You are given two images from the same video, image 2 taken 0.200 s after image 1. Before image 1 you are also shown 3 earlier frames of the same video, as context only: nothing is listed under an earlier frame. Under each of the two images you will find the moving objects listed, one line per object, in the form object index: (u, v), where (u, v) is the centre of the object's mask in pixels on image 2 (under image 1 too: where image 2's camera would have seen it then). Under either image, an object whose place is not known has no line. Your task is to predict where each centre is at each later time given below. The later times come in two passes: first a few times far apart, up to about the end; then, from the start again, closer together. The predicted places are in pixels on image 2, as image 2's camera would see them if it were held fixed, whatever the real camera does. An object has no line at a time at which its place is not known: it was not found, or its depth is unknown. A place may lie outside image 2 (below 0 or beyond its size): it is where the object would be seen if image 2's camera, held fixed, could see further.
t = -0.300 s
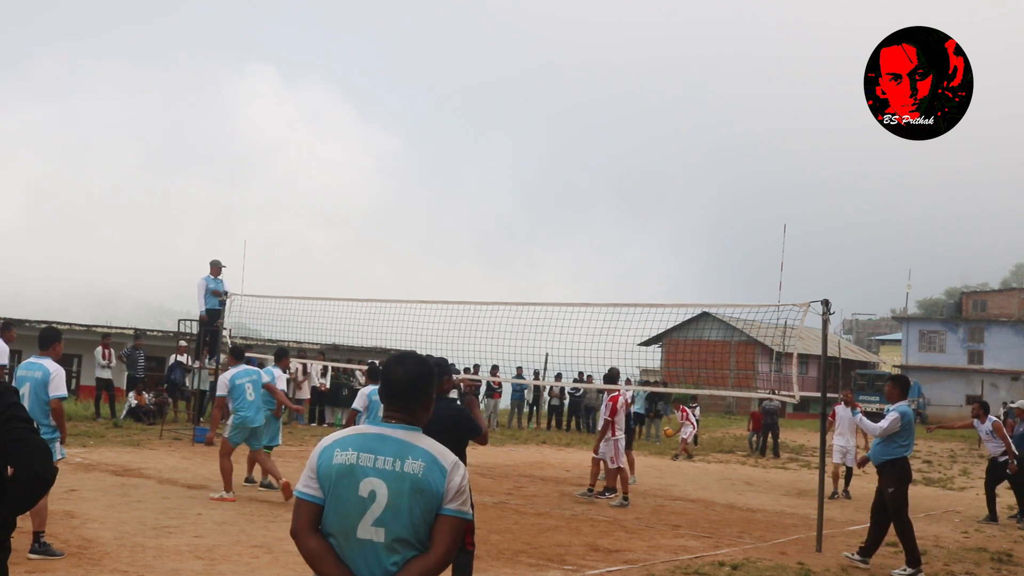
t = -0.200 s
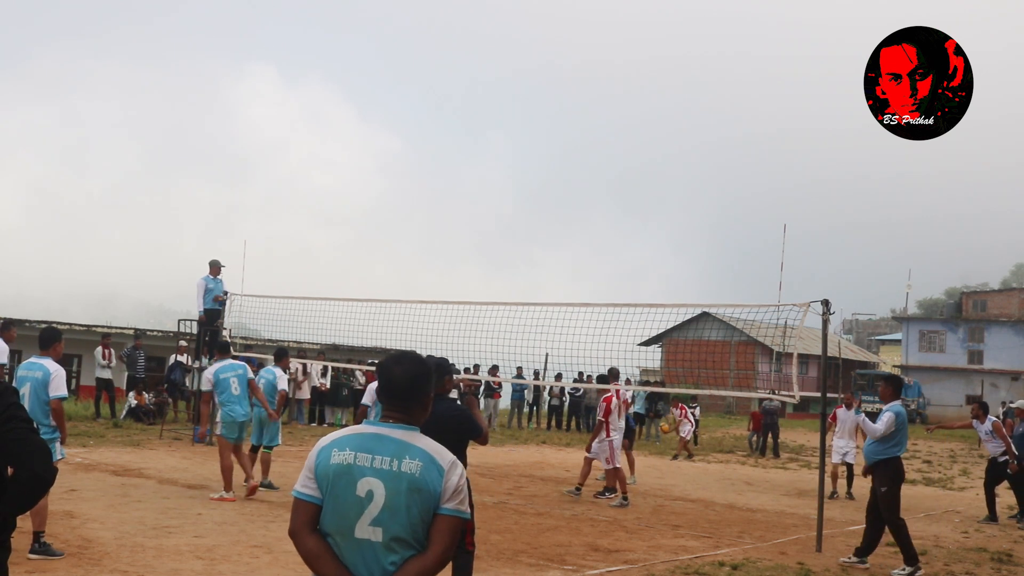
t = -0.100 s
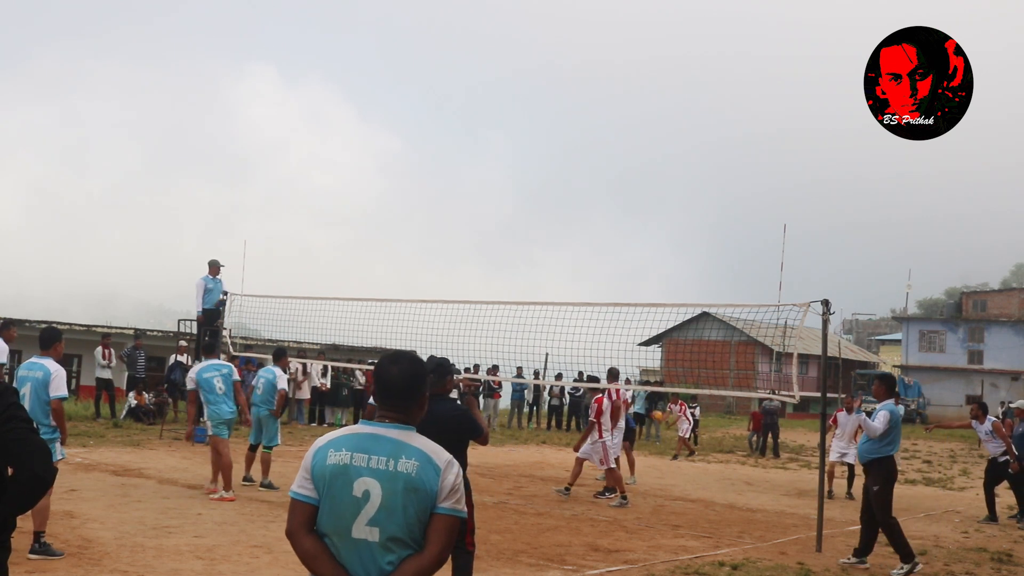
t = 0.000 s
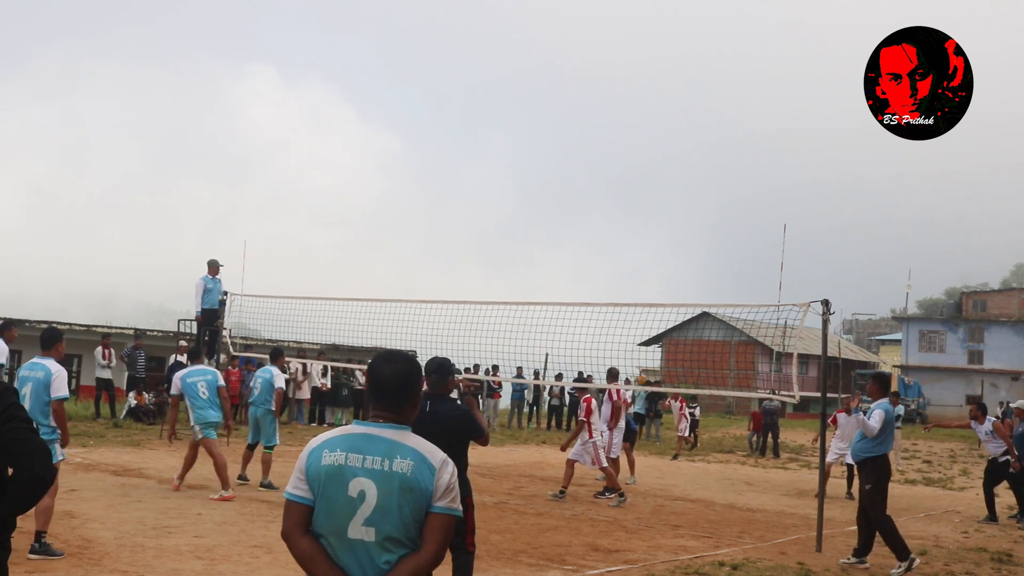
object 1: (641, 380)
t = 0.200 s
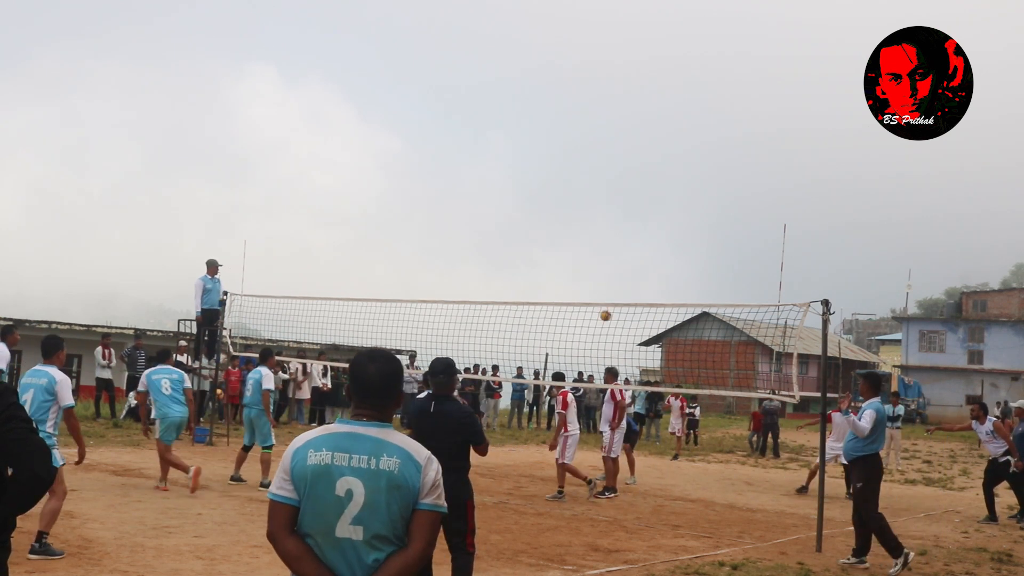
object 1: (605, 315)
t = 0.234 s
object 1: (599, 306)
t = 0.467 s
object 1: (548, 250)
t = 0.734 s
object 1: (473, 222)
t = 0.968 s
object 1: (391, 240)
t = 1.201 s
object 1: (284, 315)
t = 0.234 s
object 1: (599, 306)
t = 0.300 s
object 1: (585, 288)
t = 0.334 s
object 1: (578, 279)
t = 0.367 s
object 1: (571, 271)
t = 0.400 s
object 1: (563, 263)
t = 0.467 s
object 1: (548, 250)
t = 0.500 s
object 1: (539, 245)
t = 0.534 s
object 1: (531, 239)
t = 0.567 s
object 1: (522, 235)
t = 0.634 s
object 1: (503, 228)
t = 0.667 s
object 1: (494, 225)
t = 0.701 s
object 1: (484, 223)
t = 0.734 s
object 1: (473, 222)
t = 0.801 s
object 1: (452, 223)
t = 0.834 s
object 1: (440, 224)
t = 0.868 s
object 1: (429, 227)
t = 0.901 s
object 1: (417, 230)
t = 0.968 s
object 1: (391, 240)
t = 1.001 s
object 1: (377, 247)
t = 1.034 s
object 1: (363, 255)
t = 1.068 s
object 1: (348, 264)
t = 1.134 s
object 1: (317, 287)
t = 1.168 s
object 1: (301, 300)
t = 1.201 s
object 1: (284, 315)
